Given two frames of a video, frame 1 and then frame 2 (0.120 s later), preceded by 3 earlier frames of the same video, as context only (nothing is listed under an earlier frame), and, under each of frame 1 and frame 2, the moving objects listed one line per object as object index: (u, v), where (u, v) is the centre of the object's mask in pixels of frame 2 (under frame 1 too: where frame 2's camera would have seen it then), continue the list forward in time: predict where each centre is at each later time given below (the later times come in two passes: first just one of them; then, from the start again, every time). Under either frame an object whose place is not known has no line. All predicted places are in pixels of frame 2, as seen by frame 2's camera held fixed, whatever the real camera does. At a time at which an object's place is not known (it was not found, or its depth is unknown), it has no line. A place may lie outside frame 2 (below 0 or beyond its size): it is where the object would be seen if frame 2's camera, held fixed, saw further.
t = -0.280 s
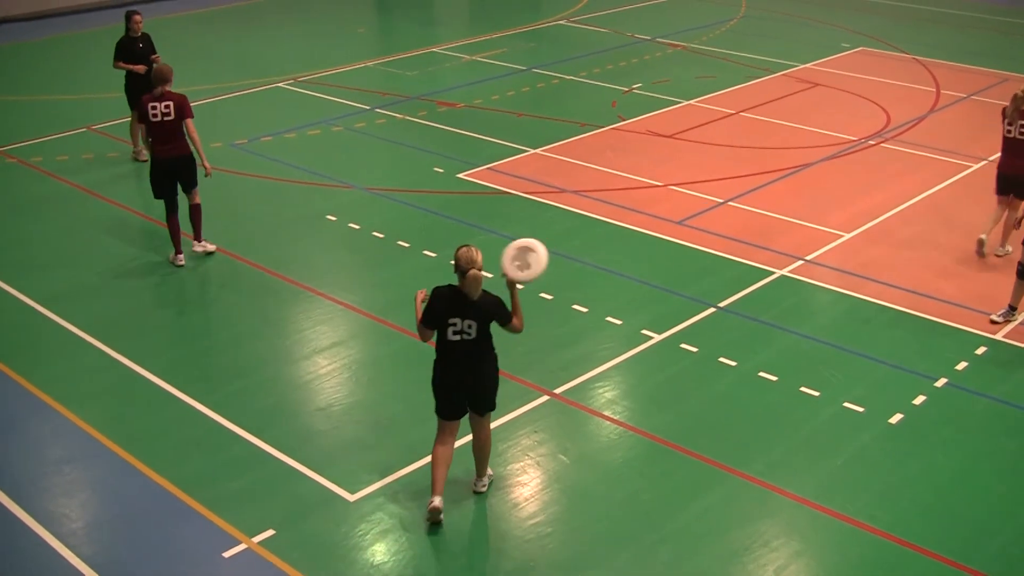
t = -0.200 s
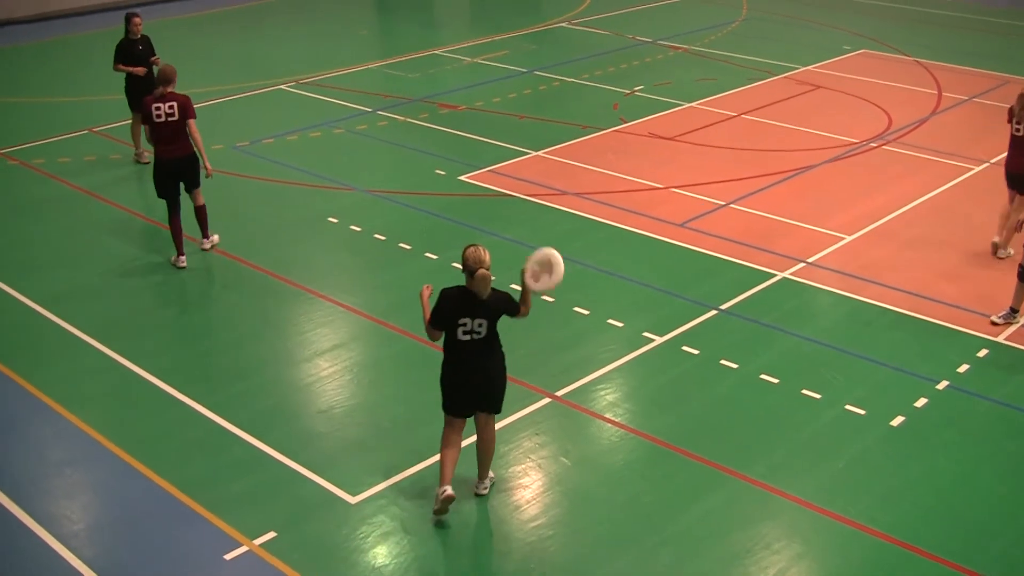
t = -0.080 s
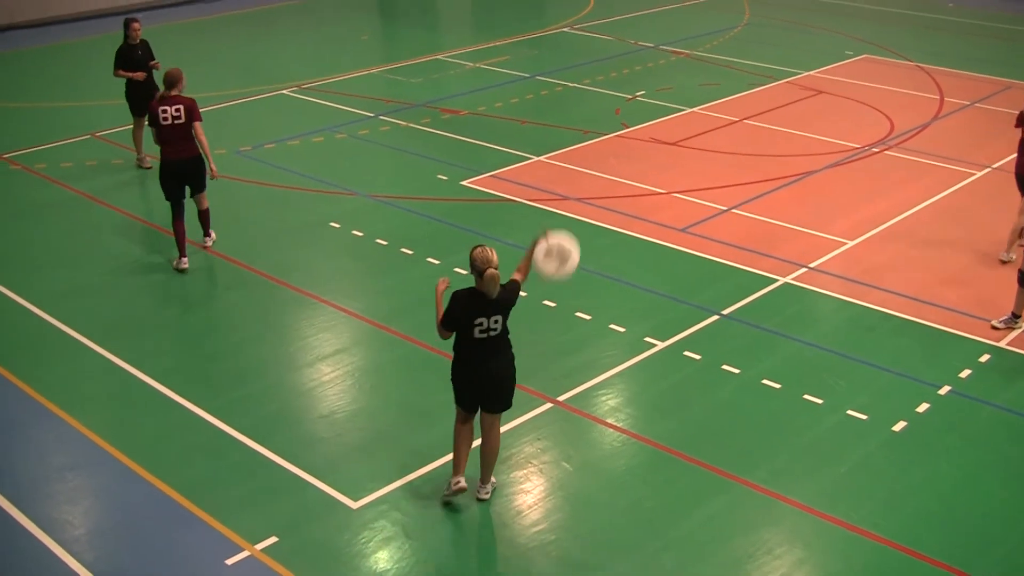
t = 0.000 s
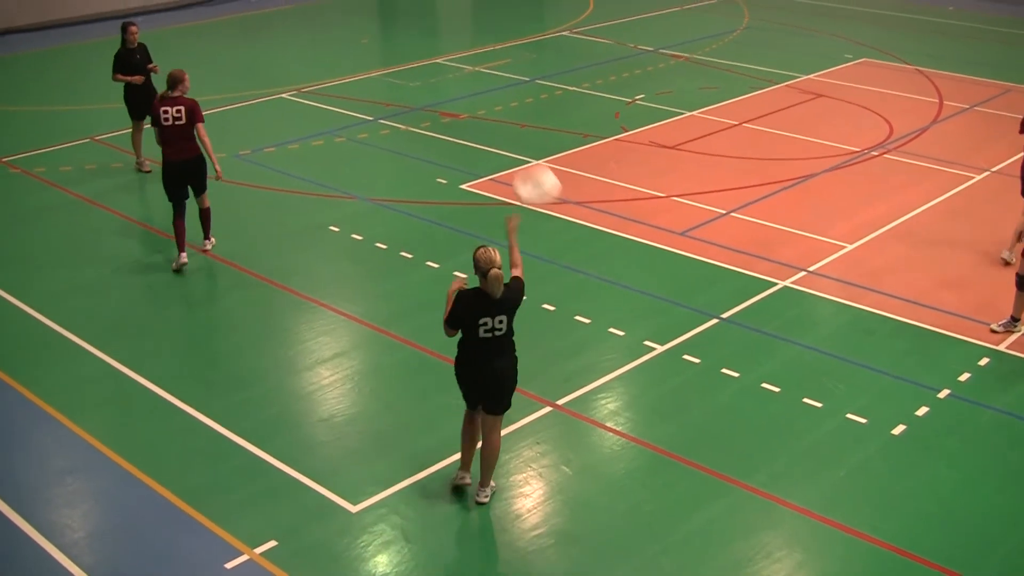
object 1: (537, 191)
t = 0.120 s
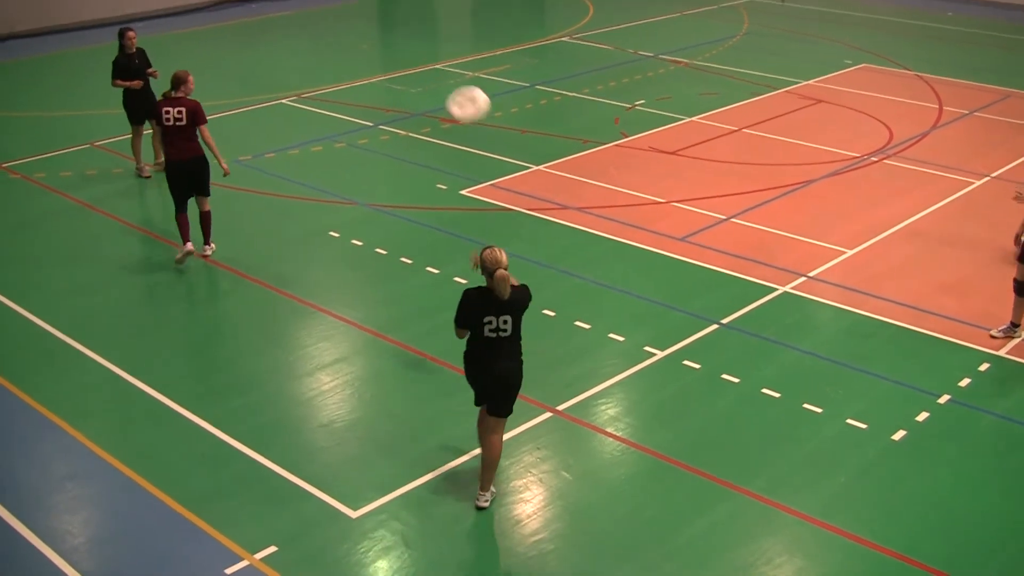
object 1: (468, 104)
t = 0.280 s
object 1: (394, 35)
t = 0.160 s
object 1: (448, 82)
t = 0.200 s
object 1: (428, 64)
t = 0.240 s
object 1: (411, 49)
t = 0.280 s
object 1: (394, 35)
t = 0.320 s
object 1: (377, 24)
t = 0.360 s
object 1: (360, 14)
